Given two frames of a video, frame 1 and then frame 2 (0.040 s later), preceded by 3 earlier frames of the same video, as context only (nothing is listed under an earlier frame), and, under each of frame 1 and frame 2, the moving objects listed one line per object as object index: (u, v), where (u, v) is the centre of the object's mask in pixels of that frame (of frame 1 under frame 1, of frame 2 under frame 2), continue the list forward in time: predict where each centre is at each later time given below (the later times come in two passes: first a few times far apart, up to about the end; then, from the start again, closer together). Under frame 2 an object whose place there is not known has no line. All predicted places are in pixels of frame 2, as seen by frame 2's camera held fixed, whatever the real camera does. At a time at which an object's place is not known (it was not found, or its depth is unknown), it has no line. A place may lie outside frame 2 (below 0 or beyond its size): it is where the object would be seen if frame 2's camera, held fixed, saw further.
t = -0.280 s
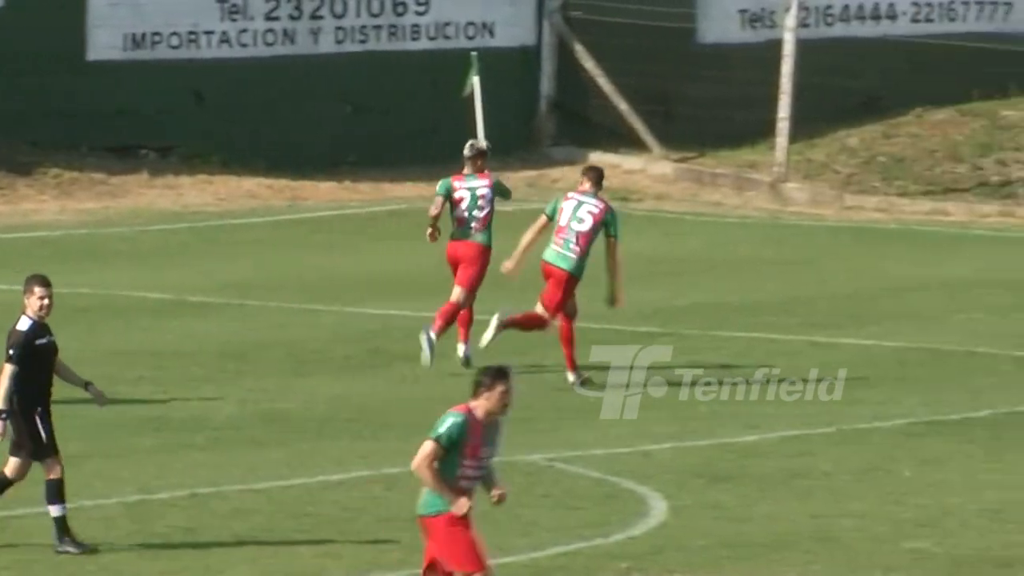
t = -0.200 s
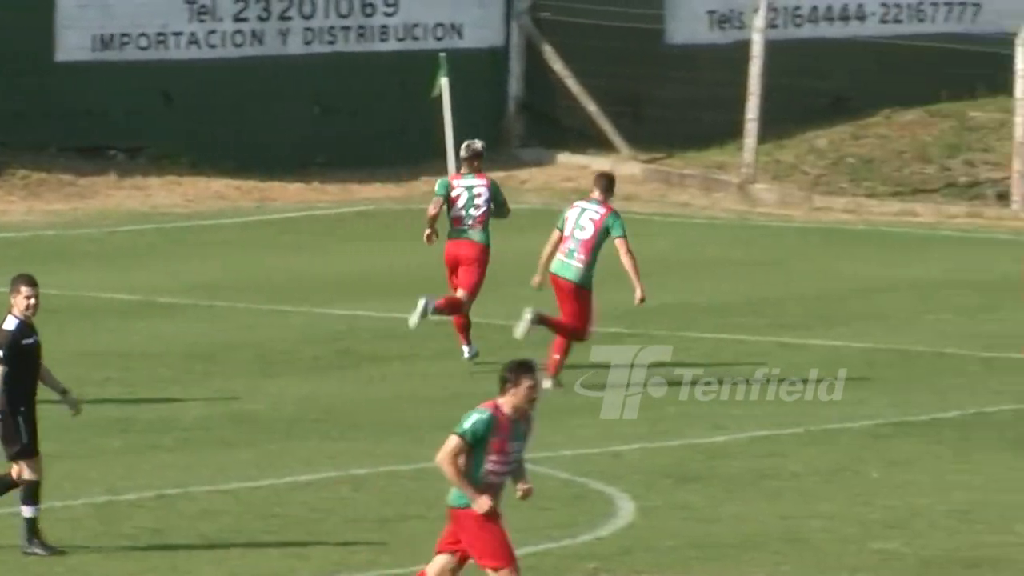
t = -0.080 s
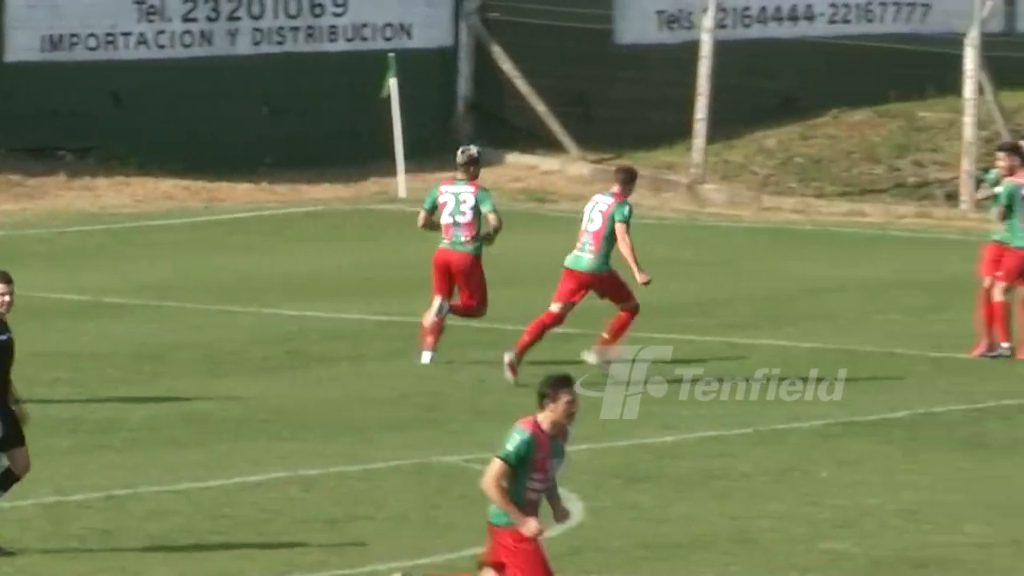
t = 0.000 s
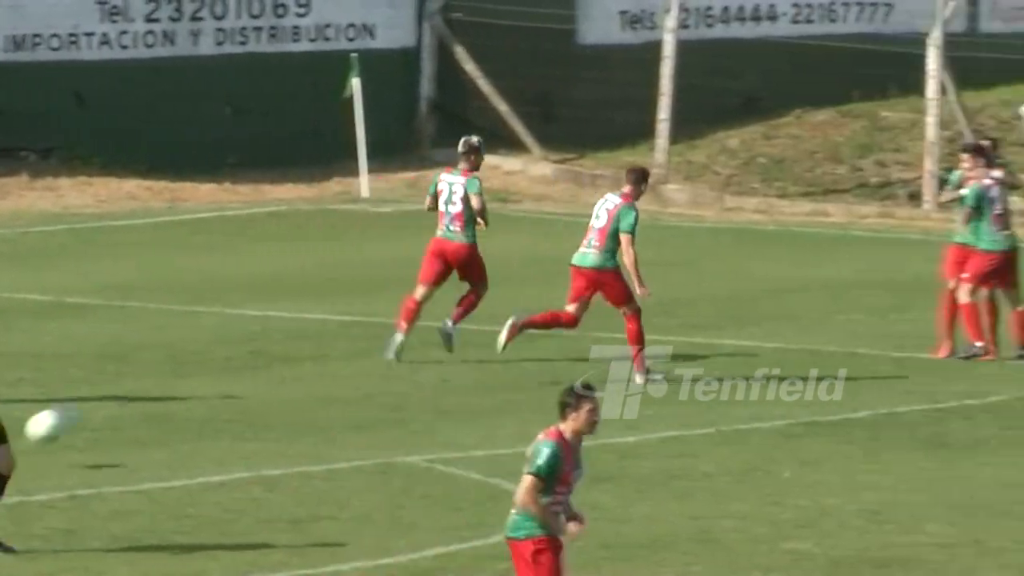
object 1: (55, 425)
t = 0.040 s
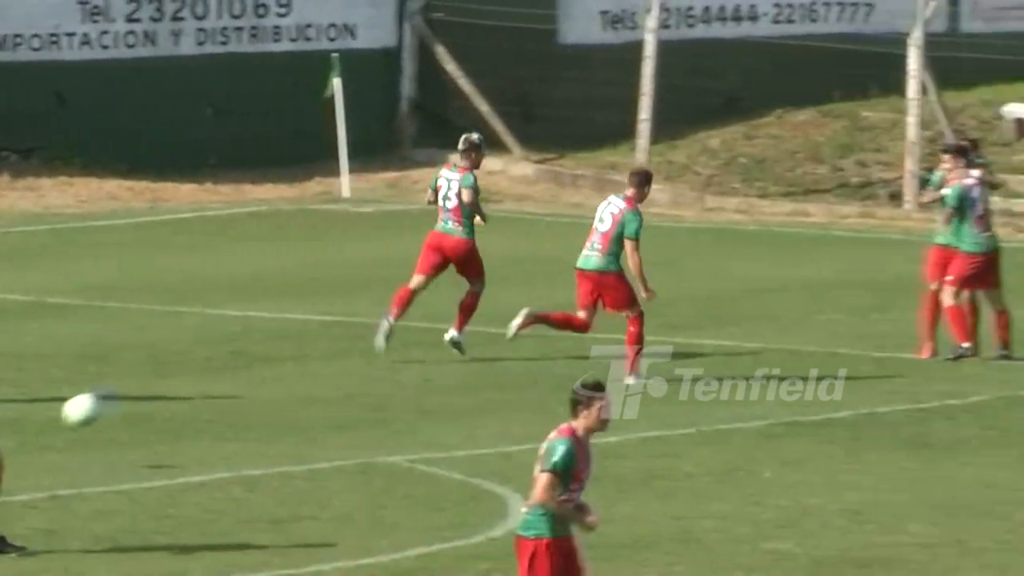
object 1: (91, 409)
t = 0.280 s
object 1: (411, 366)
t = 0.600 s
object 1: (810, 455)
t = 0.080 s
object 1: (145, 395)
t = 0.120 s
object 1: (203, 383)
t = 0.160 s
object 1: (254, 376)
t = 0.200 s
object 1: (307, 370)
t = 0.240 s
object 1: (359, 367)
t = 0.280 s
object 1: (411, 366)
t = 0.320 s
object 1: (466, 368)
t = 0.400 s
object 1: (565, 380)
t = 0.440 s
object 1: (615, 389)
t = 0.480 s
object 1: (664, 401)
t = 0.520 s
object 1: (711, 416)
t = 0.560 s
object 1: (762, 434)
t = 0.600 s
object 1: (810, 455)
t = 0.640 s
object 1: (855, 471)
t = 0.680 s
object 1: (894, 463)
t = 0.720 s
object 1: (928, 454)
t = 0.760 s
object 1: (962, 448)
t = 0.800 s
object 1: (998, 444)
